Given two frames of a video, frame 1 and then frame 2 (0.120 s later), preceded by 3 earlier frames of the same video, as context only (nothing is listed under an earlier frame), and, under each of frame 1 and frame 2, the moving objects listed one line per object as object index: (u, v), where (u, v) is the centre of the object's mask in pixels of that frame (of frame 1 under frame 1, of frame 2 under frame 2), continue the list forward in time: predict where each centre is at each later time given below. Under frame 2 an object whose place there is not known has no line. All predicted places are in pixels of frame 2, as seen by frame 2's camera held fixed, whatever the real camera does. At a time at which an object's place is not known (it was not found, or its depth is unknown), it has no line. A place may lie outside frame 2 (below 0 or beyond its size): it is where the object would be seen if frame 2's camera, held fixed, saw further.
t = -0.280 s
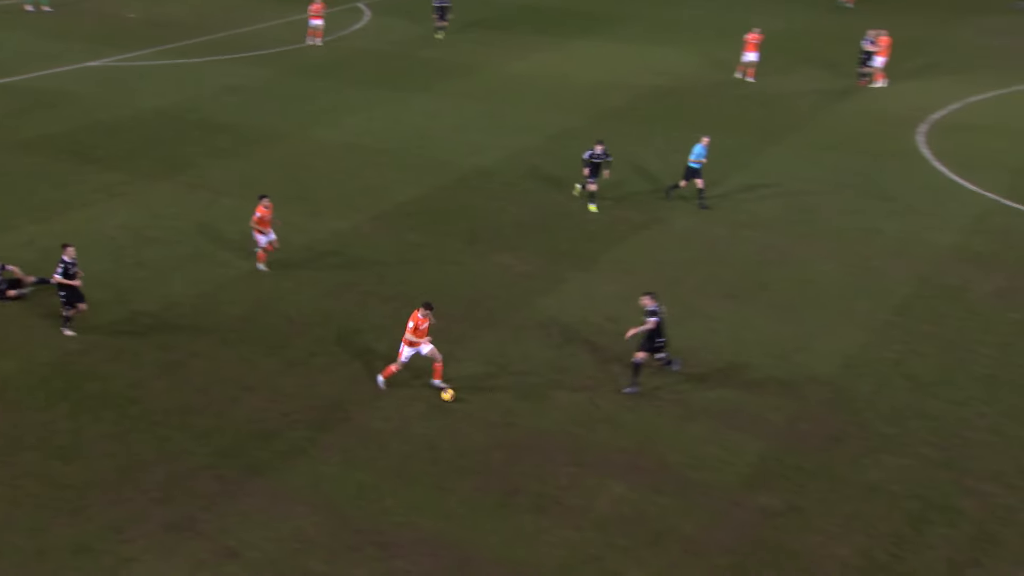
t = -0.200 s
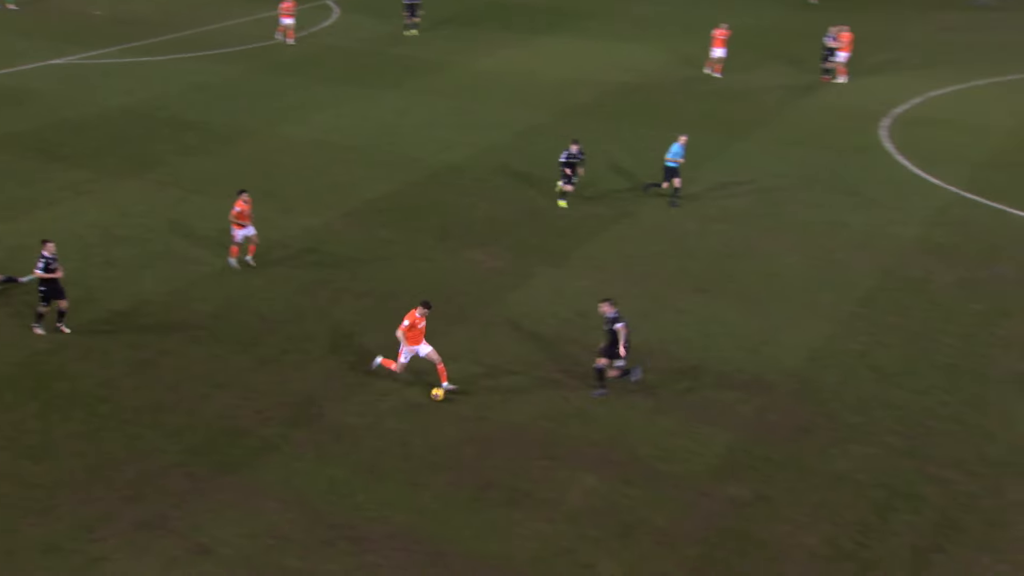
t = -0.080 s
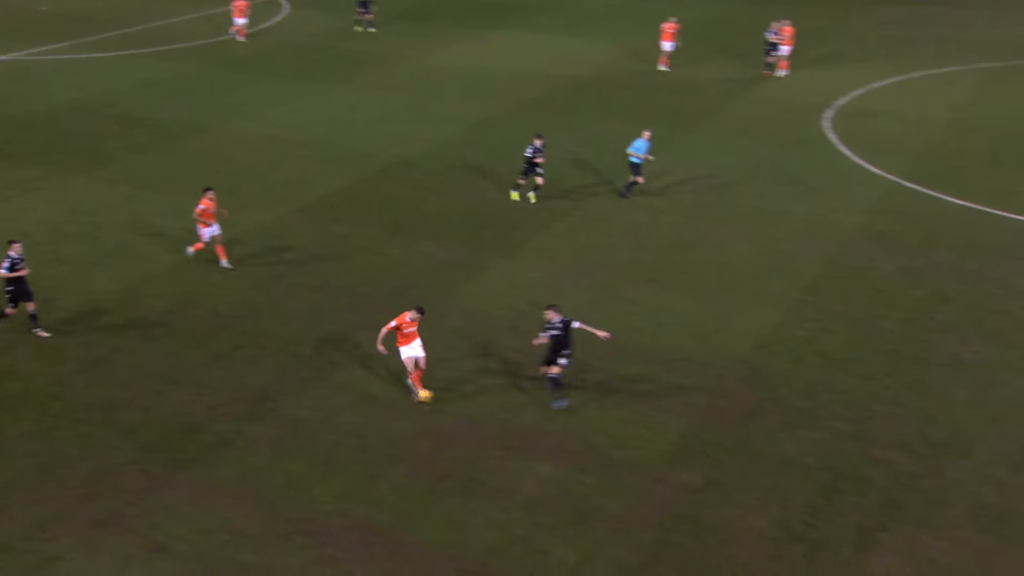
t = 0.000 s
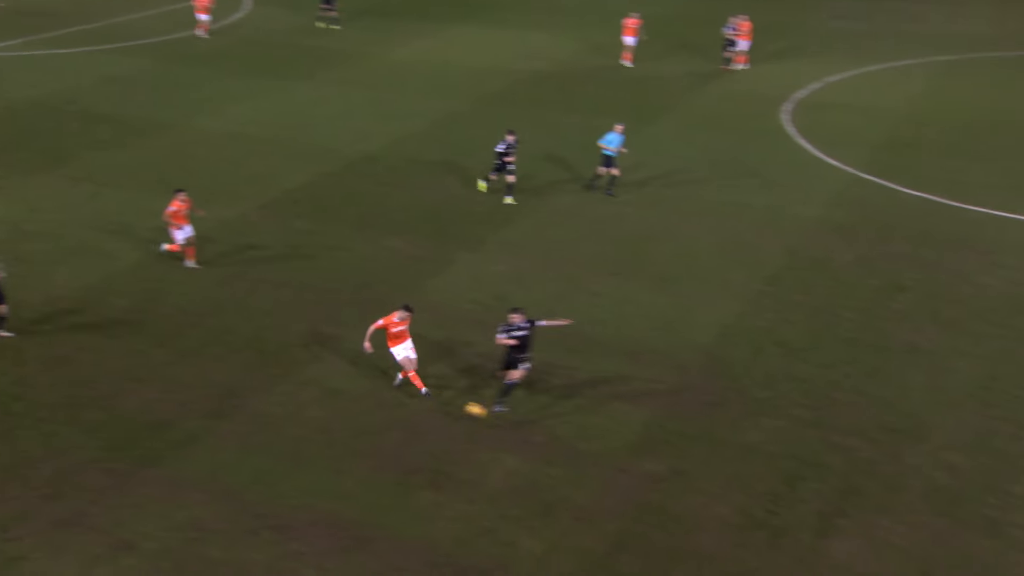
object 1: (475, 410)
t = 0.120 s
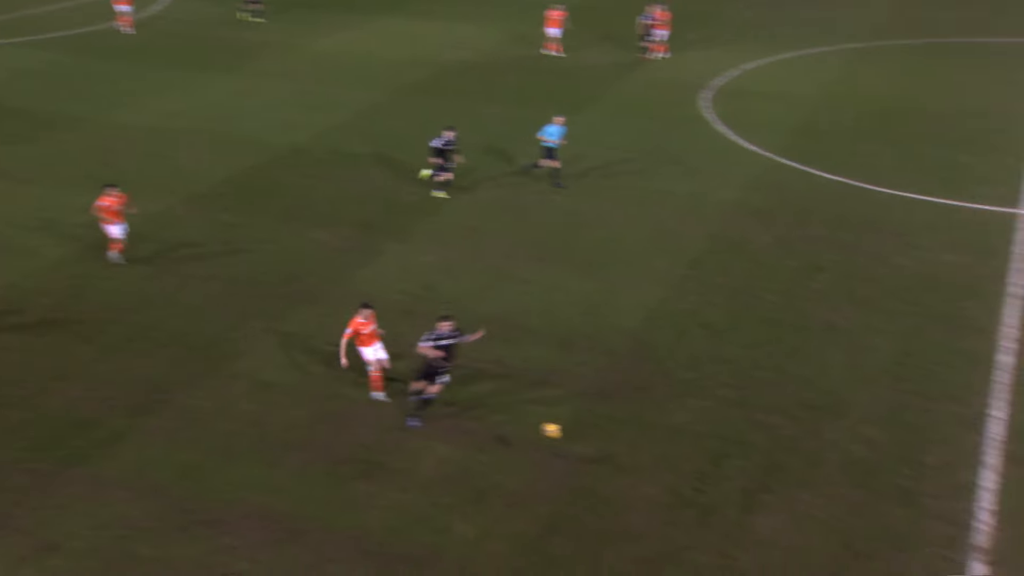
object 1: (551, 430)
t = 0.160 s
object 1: (604, 442)
